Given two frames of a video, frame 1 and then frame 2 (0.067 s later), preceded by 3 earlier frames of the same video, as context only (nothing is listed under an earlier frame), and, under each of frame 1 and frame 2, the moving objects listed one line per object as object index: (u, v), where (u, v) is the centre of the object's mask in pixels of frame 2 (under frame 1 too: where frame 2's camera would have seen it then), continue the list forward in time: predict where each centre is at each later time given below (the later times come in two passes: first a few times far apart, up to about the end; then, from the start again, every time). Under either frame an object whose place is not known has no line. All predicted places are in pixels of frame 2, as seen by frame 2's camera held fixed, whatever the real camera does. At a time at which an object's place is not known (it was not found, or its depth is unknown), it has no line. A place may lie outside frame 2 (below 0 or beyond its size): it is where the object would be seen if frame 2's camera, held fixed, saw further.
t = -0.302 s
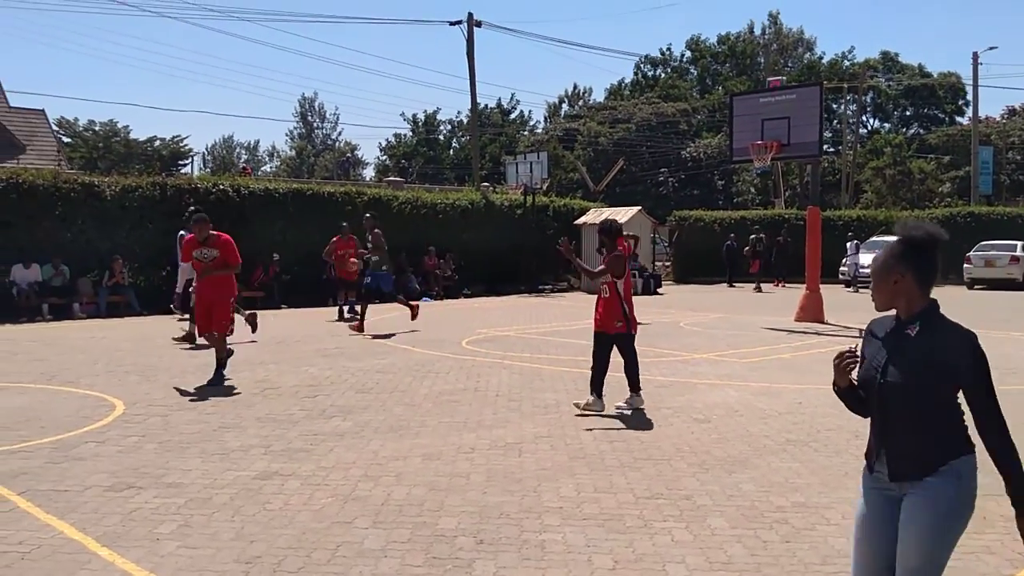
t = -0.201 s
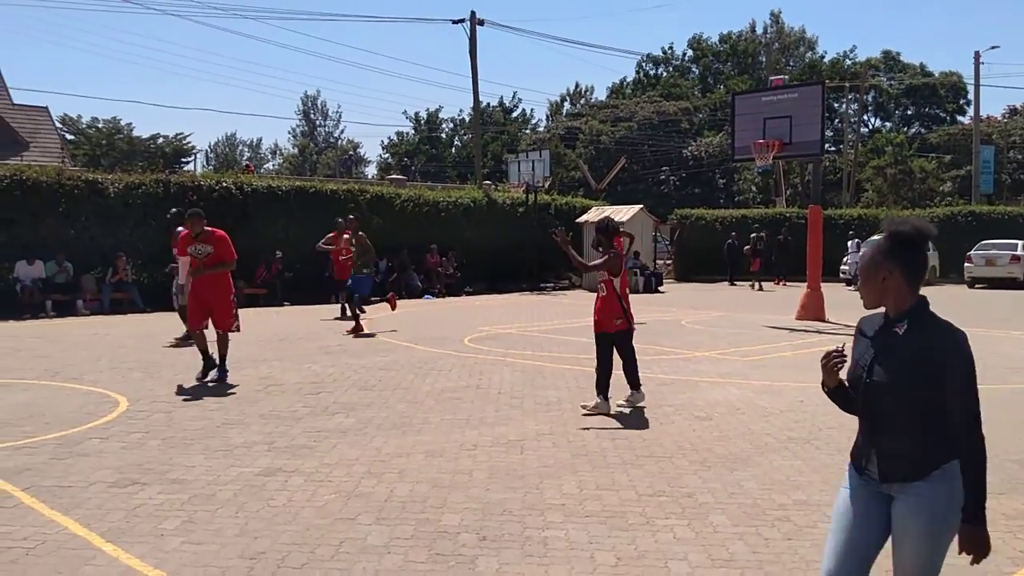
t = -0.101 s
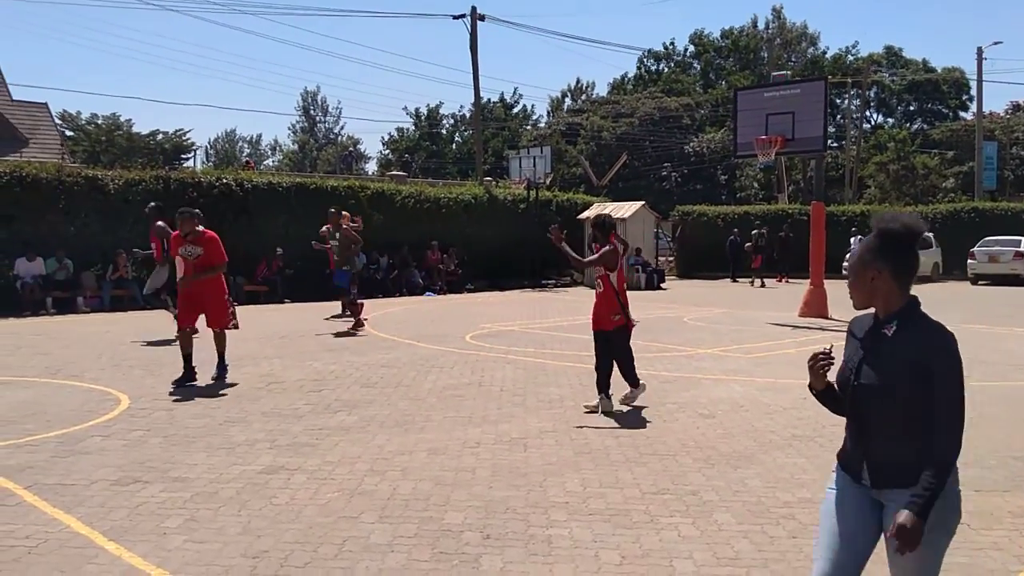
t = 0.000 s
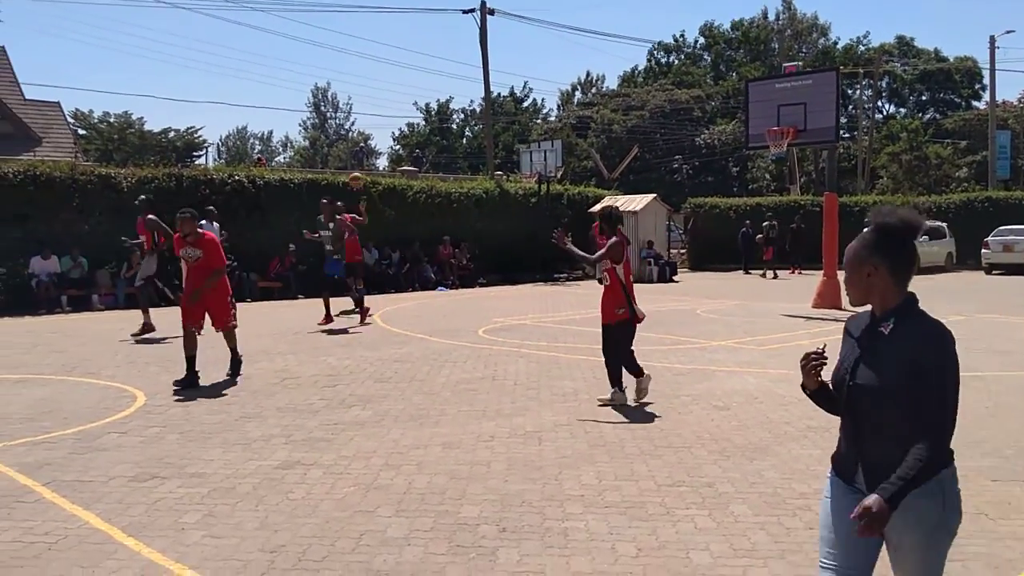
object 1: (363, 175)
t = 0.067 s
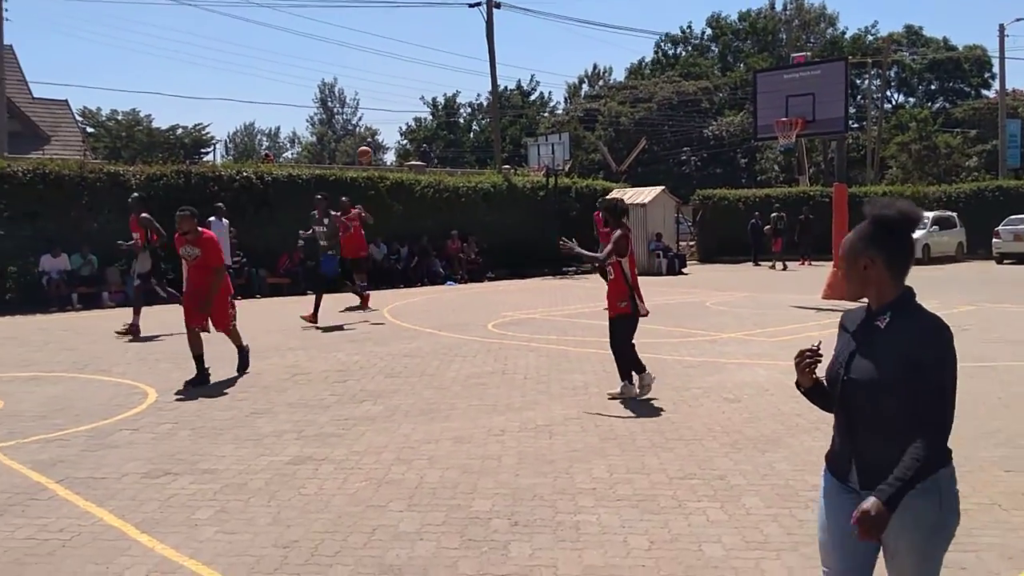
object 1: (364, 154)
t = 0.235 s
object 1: (367, 108)
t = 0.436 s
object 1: (370, 65)
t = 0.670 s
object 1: (372, 42)
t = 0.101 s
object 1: (365, 144)
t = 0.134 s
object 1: (365, 134)
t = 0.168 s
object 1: (366, 125)
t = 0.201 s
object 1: (367, 117)
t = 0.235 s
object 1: (367, 108)
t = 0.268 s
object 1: (368, 99)
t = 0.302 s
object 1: (368, 92)
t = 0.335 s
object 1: (369, 84)
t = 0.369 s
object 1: (369, 77)
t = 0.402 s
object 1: (370, 71)
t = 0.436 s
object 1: (370, 65)
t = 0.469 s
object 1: (370, 59)
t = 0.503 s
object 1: (371, 54)
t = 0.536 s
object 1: (371, 50)
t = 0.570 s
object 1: (371, 46)
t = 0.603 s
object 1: (372, 45)
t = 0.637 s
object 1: (372, 43)
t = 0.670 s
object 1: (372, 42)
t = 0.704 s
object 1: (373, 43)
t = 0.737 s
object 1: (373, 45)
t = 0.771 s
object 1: (373, 48)
